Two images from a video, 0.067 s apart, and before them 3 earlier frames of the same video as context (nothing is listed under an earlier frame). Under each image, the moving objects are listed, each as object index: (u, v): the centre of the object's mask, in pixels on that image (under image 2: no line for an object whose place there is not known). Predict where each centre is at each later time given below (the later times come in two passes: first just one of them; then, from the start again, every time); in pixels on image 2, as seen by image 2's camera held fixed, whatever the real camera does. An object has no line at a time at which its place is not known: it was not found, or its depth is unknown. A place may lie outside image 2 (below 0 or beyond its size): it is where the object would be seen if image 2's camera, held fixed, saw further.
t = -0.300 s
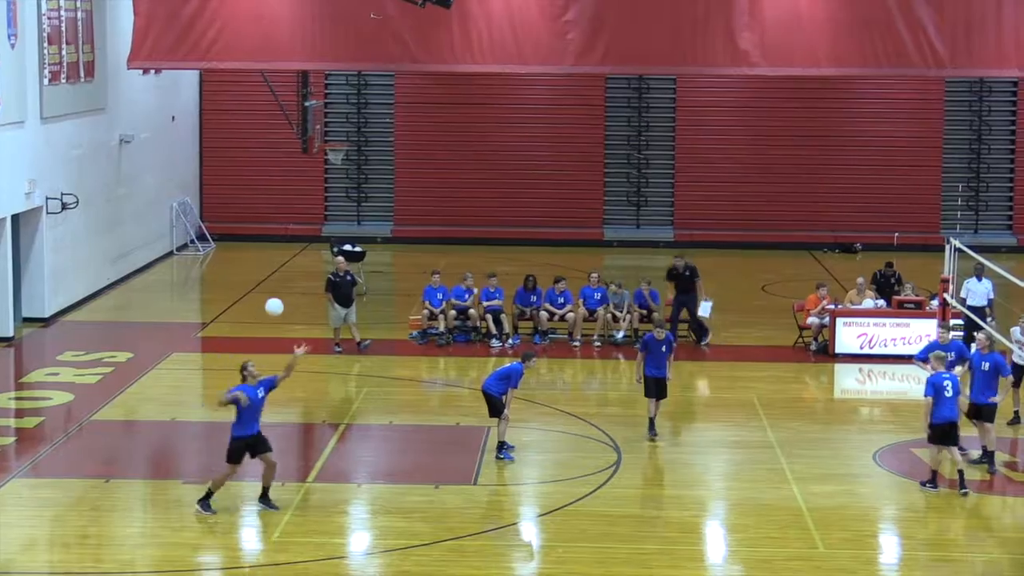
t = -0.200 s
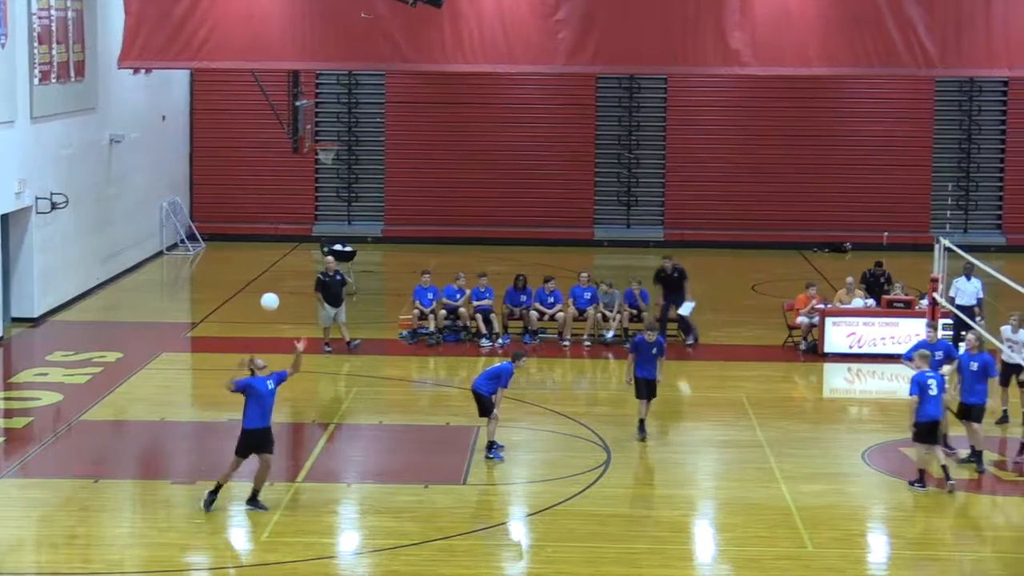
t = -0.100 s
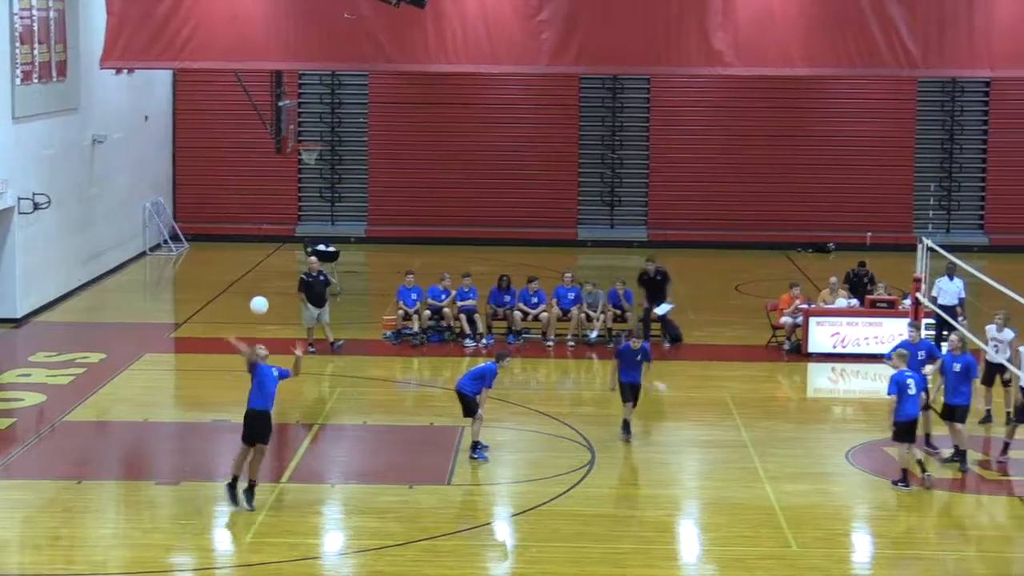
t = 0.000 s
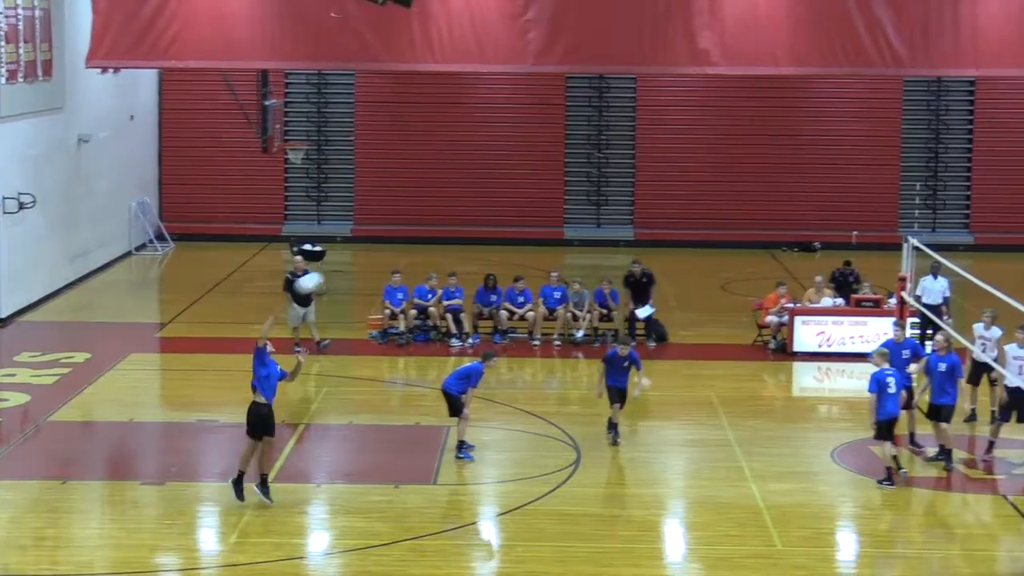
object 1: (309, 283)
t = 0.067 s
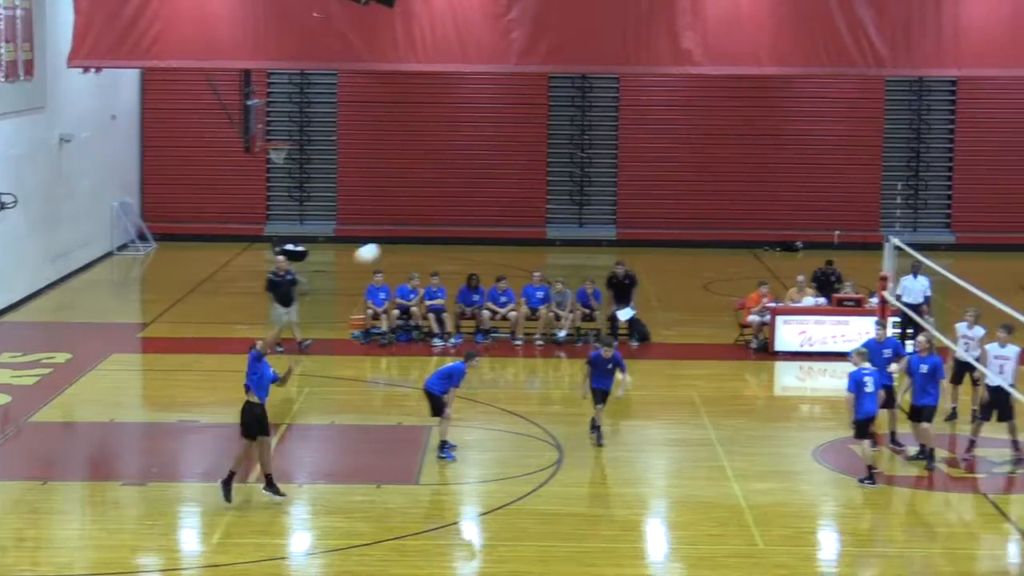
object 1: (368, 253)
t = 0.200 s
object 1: (507, 206)
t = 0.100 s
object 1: (404, 240)
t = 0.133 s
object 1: (438, 228)
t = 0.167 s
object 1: (473, 216)
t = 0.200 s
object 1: (507, 206)
